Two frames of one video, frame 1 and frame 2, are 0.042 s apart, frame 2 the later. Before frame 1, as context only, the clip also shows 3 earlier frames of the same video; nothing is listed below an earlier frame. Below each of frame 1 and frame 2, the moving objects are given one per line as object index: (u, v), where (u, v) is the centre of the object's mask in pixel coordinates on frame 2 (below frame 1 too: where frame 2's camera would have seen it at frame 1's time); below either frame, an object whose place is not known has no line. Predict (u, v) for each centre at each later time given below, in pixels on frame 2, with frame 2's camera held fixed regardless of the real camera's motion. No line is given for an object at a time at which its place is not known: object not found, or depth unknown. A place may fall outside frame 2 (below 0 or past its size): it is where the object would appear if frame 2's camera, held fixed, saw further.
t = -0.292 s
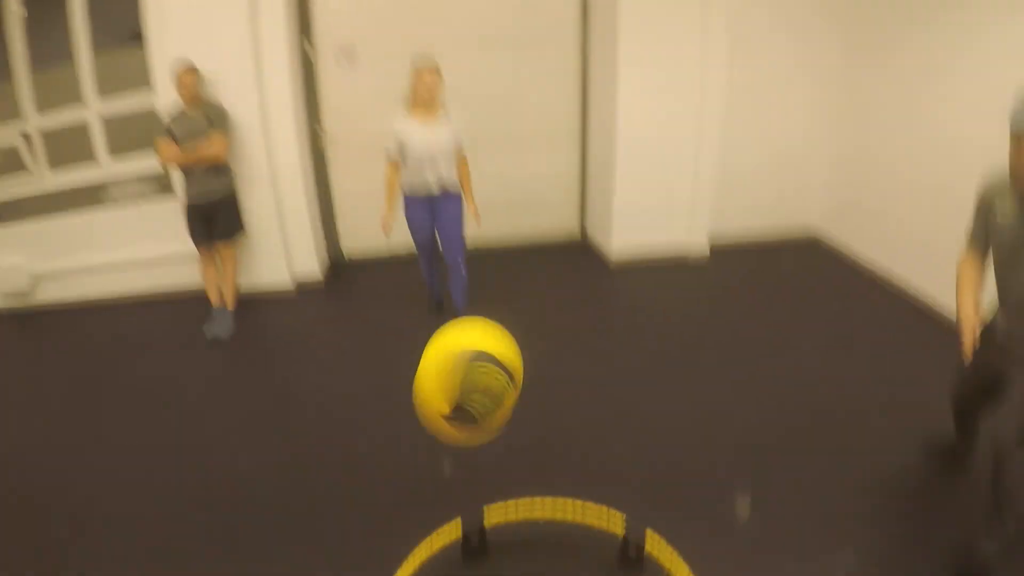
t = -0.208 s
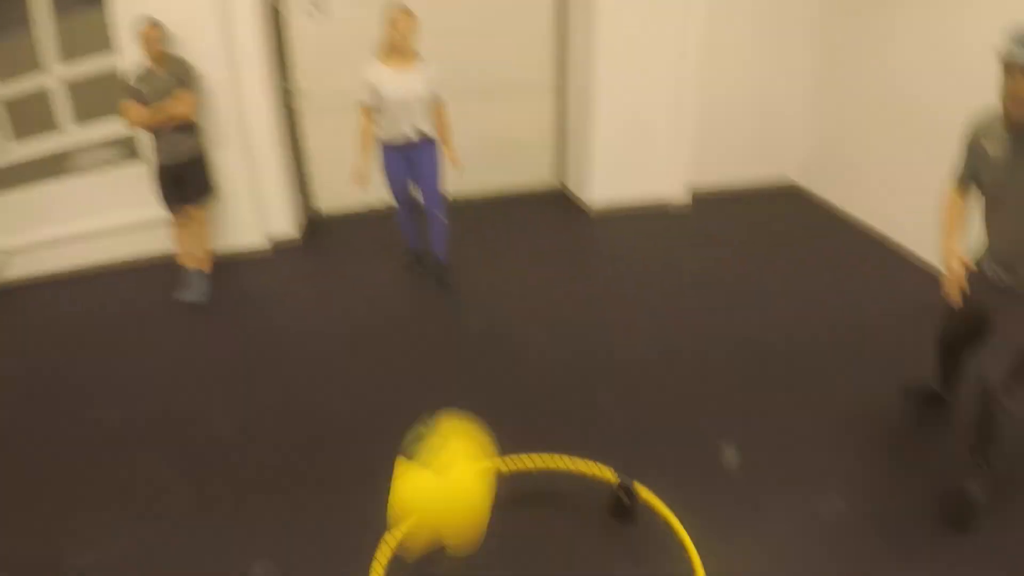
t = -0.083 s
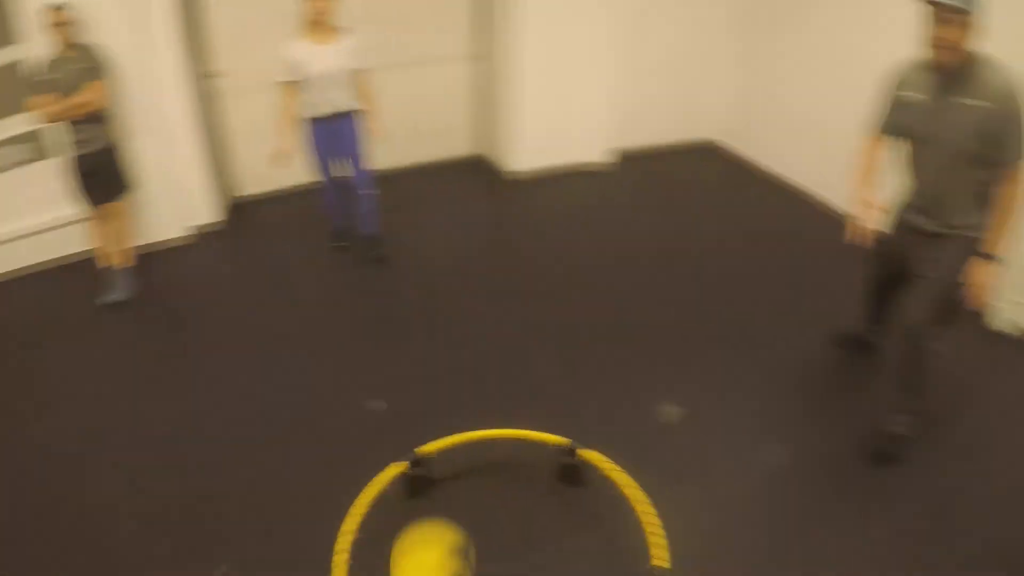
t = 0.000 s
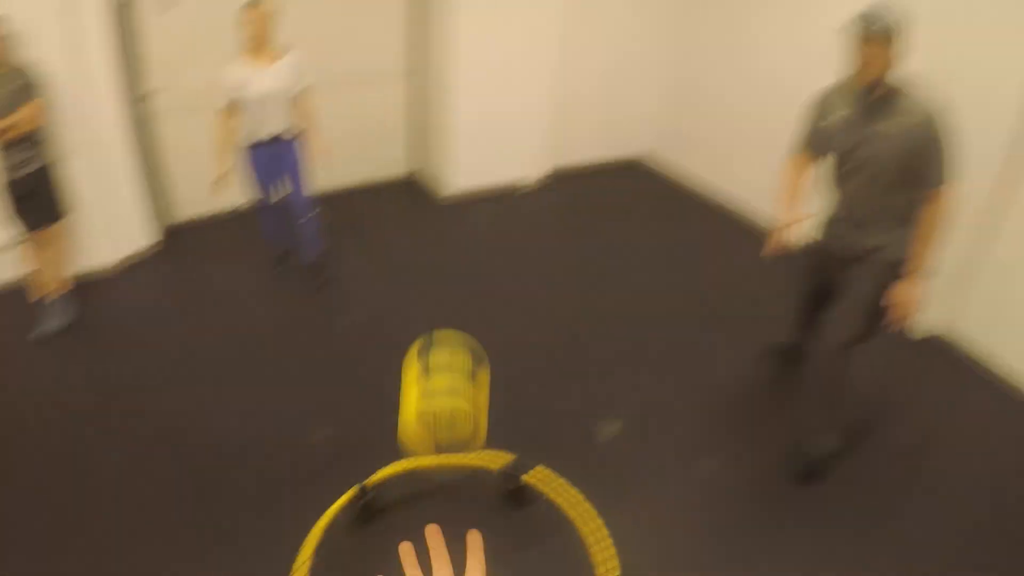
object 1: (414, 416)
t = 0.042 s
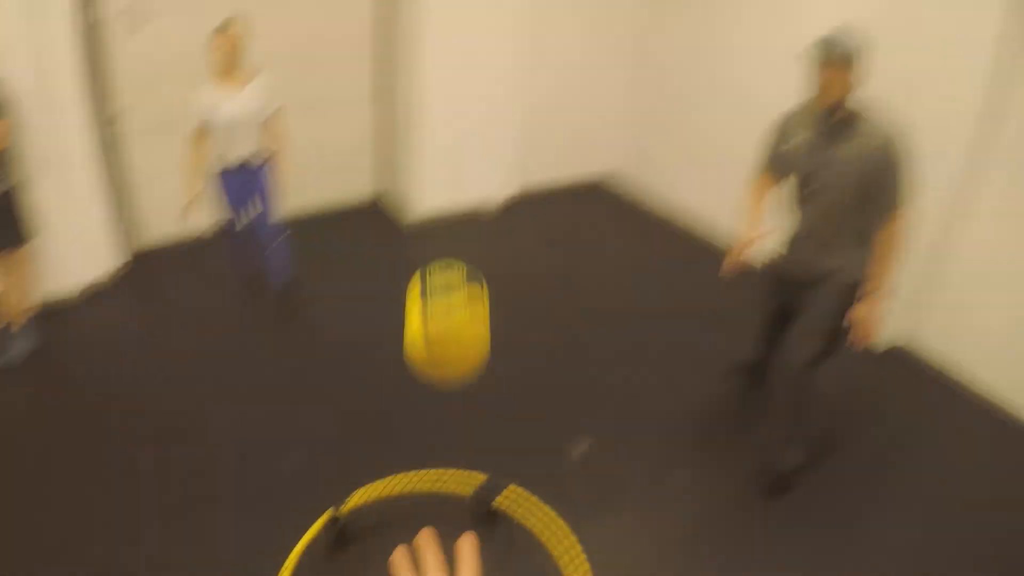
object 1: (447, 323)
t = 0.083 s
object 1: (476, 239)
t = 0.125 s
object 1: (503, 161)
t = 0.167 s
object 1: (523, 116)
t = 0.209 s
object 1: (538, 87)
